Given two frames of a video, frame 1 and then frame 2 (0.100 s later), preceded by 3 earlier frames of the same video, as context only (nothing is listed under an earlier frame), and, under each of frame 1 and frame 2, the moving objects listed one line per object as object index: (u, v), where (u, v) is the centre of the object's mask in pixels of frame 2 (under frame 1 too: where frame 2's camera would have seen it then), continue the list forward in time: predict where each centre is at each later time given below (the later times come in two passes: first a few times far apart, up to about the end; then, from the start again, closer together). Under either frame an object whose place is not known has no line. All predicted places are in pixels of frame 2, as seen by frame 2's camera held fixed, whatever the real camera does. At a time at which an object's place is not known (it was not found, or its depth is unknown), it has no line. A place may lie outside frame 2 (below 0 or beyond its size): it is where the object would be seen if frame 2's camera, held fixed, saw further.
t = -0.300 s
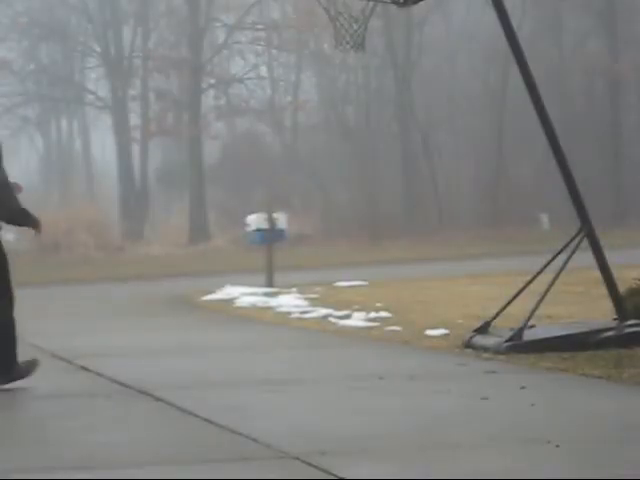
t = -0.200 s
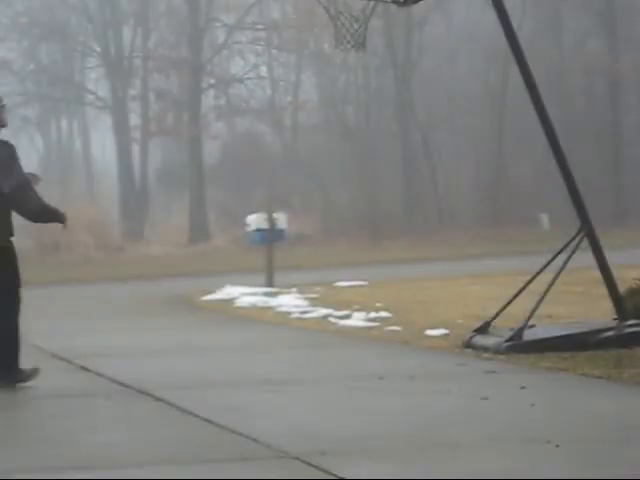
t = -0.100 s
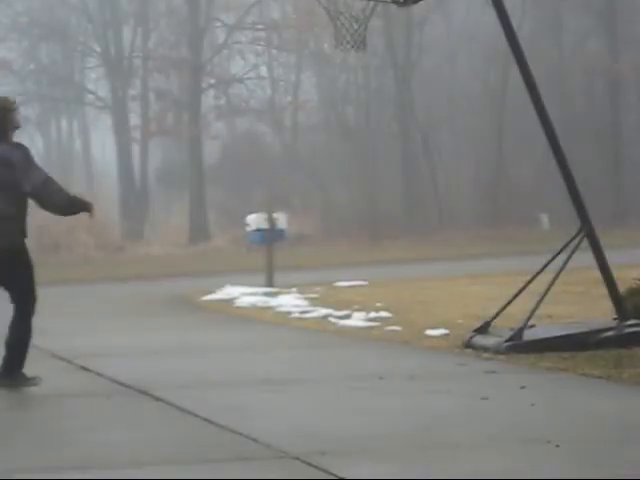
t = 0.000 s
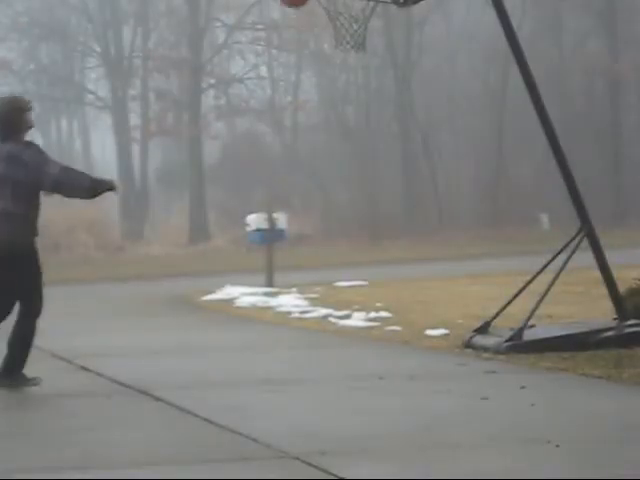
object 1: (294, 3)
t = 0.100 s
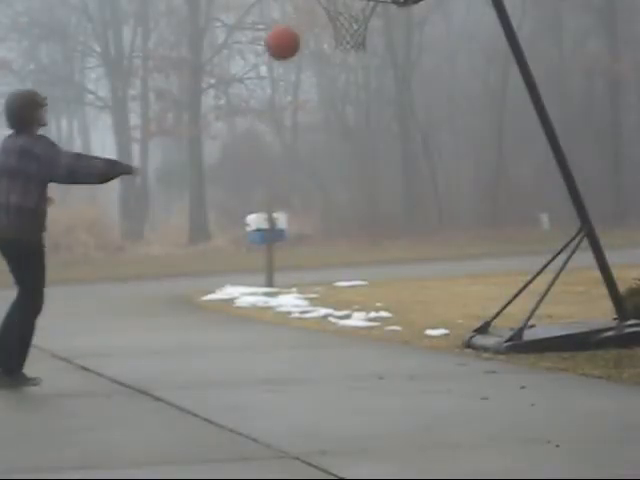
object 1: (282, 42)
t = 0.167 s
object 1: (274, 86)
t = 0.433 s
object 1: (243, 325)
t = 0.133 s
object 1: (278, 63)
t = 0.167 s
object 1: (274, 86)
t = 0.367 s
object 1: (251, 256)
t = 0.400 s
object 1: (247, 289)
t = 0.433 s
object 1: (243, 325)
